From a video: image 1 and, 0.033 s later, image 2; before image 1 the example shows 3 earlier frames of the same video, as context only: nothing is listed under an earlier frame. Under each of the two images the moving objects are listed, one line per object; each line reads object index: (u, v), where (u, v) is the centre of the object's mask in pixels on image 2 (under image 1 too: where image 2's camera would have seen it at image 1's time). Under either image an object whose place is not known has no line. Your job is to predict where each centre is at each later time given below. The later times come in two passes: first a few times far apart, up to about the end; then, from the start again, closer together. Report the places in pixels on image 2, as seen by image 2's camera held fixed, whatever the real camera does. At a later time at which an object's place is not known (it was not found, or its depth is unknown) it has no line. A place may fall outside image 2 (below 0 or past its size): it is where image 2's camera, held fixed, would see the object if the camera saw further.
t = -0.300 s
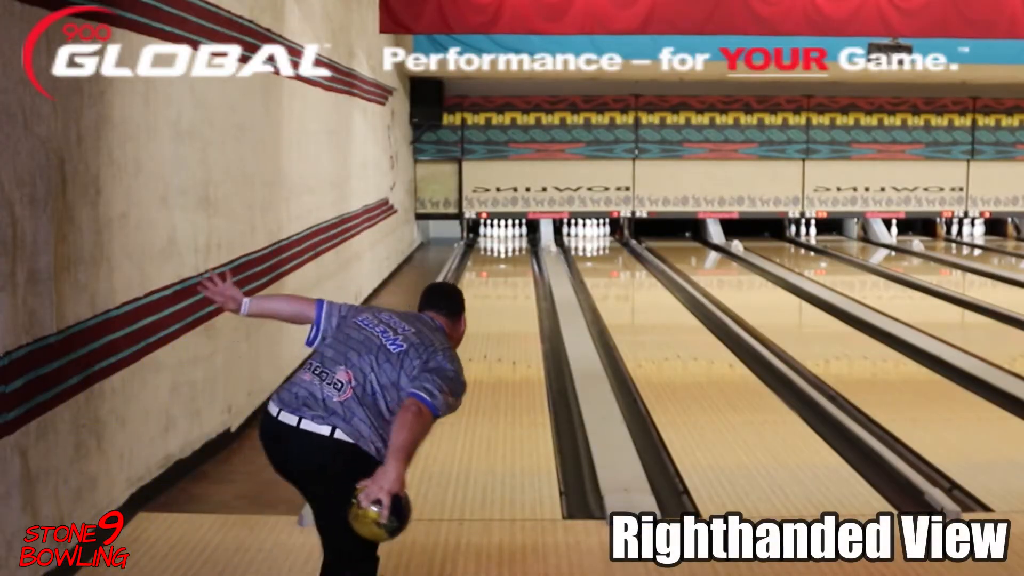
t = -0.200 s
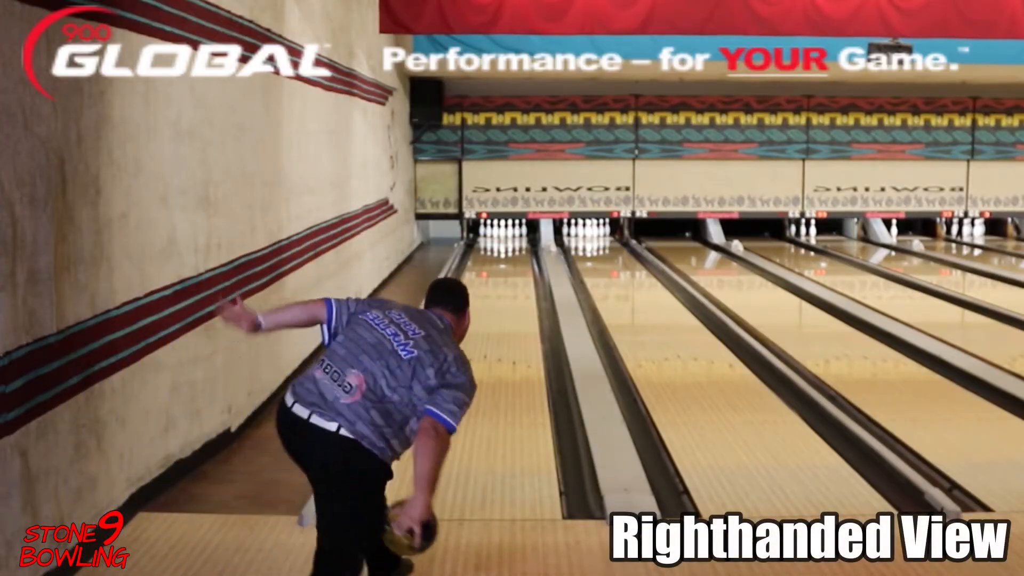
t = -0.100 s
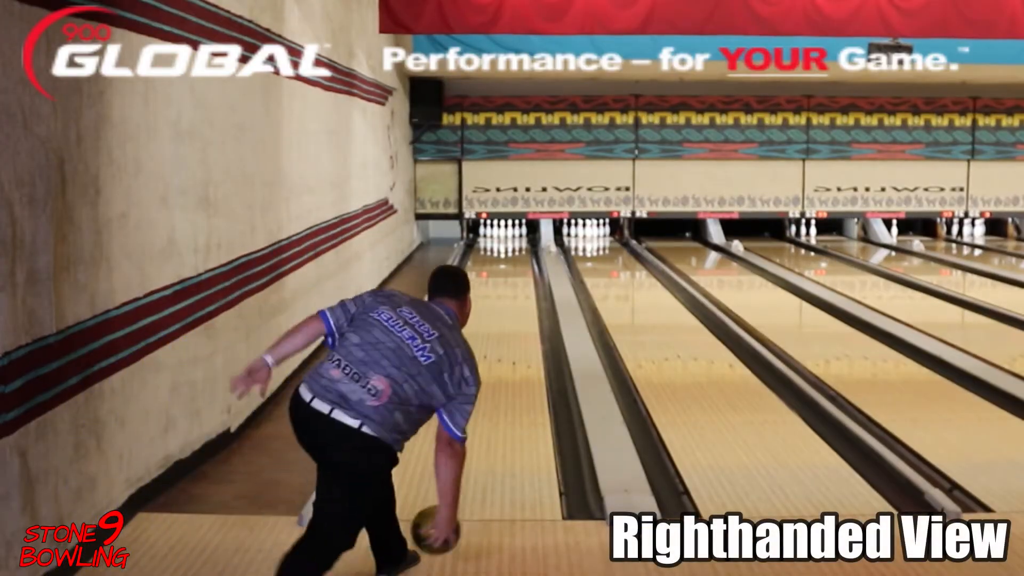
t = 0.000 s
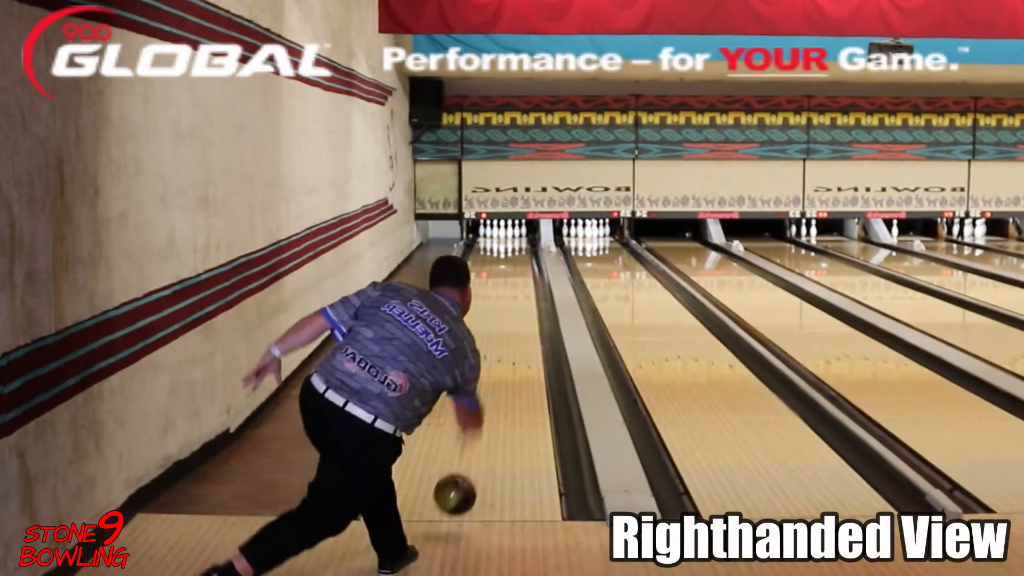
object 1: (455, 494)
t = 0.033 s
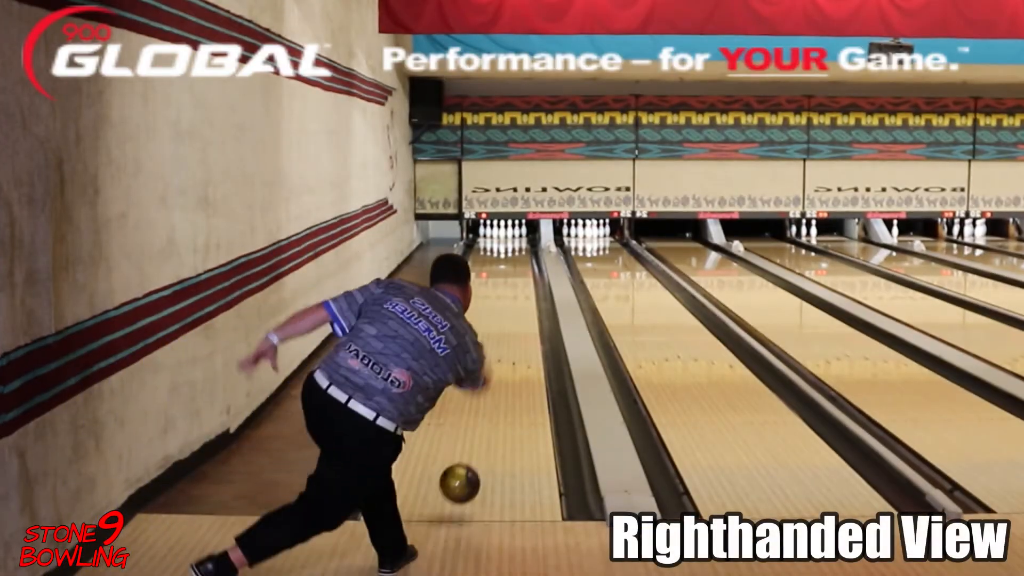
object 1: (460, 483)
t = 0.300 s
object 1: (485, 407)
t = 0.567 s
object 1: (500, 354)
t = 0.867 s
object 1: (509, 315)
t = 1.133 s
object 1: (515, 291)
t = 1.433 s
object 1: (518, 270)
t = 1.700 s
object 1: (518, 257)
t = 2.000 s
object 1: (516, 247)
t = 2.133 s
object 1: (513, 242)
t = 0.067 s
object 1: (464, 475)
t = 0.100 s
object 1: (468, 470)
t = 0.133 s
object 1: (471, 457)
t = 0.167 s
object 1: (475, 442)
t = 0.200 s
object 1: (478, 432)
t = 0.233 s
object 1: (481, 424)
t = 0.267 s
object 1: (483, 416)
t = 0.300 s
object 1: (485, 407)
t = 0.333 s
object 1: (488, 400)
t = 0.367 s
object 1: (490, 392)
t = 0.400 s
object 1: (492, 385)
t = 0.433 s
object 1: (494, 378)
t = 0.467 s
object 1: (496, 371)
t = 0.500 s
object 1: (497, 365)
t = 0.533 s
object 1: (499, 359)
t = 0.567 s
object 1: (500, 354)
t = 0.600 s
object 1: (501, 349)
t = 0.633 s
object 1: (502, 344)
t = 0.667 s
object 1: (504, 339)
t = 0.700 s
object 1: (505, 335)
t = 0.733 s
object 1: (503, 337)
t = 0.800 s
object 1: (508, 322)
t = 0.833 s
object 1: (509, 319)
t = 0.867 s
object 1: (509, 315)
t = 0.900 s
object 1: (510, 312)
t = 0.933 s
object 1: (511, 308)
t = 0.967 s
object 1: (512, 305)
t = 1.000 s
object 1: (512, 302)
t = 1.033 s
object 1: (513, 299)
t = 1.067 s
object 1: (514, 296)
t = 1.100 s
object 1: (514, 293)
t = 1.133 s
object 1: (515, 291)
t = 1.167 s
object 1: (515, 288)
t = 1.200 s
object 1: (516, 286)
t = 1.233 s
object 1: (516, 283)
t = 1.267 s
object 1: (516, 281)
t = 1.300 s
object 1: (516, 279)
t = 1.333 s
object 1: (517, 277)
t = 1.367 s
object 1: (518, 274)
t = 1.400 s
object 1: (518, 272)
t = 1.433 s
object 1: (518, 270)
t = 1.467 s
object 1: (518, 269)
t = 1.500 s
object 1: (519, 267)
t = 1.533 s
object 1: (518, 265)
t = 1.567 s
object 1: (518, 264)
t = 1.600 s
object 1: (519, 262)
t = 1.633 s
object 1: (518, 261)
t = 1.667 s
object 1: (518, 259)
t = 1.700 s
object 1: (518, 257)
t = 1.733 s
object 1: (518, 256)
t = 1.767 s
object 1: (518, 254)
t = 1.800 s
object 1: (517, 253)
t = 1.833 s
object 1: (518, 252)
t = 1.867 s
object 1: (518, 251)
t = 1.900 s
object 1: (517, 250)
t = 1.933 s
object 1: (517, 249)
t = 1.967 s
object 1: (516, 247)
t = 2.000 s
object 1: (516, 247)
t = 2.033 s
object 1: (515, 245)
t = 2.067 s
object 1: (515, 244)
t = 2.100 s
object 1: (514, 244)
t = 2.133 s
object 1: (513, 242)
